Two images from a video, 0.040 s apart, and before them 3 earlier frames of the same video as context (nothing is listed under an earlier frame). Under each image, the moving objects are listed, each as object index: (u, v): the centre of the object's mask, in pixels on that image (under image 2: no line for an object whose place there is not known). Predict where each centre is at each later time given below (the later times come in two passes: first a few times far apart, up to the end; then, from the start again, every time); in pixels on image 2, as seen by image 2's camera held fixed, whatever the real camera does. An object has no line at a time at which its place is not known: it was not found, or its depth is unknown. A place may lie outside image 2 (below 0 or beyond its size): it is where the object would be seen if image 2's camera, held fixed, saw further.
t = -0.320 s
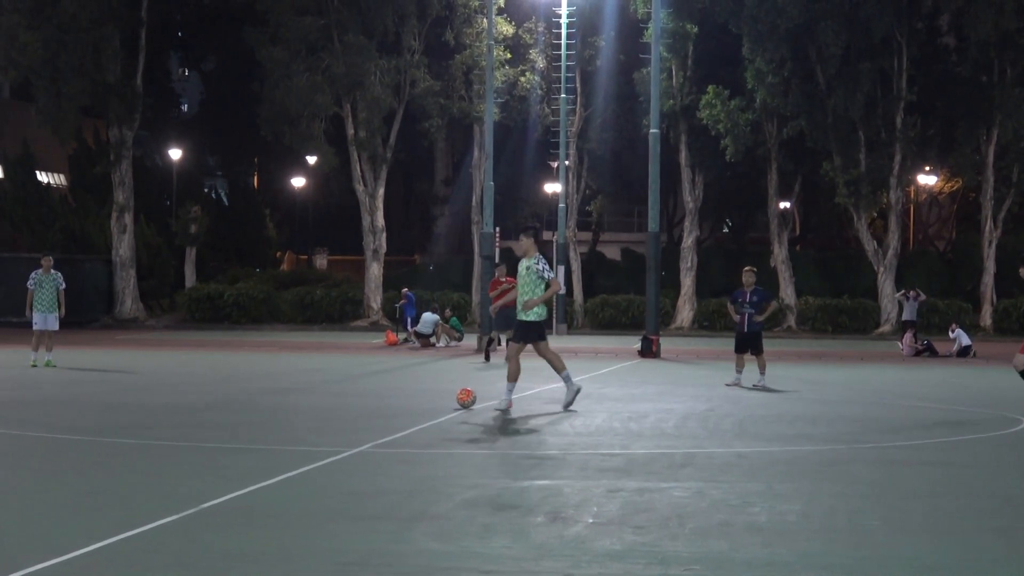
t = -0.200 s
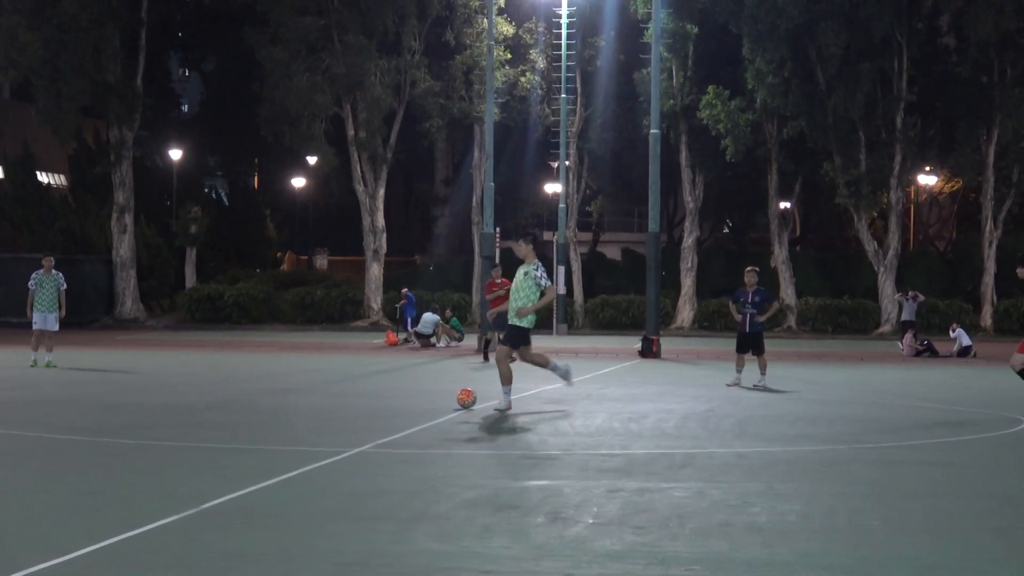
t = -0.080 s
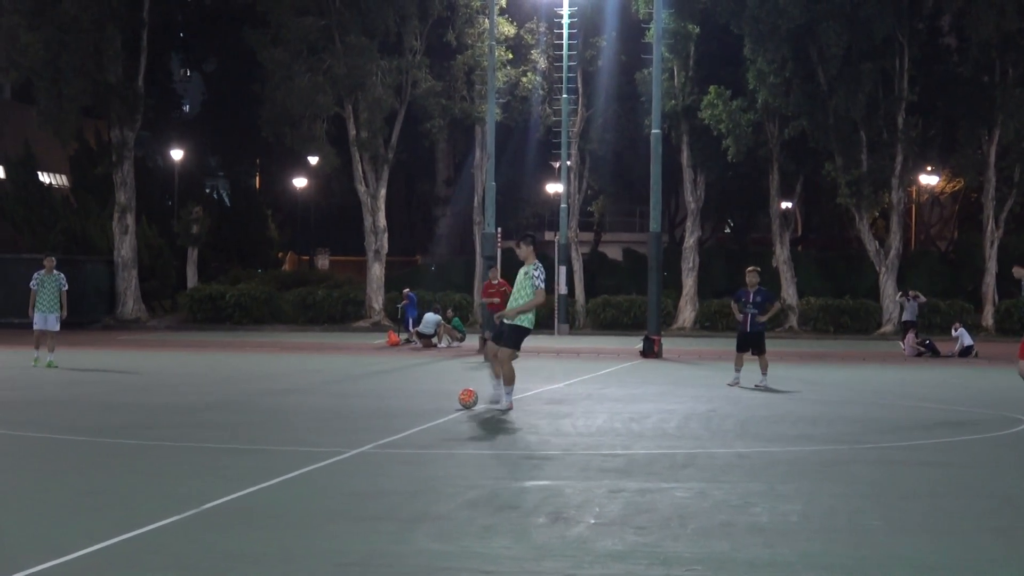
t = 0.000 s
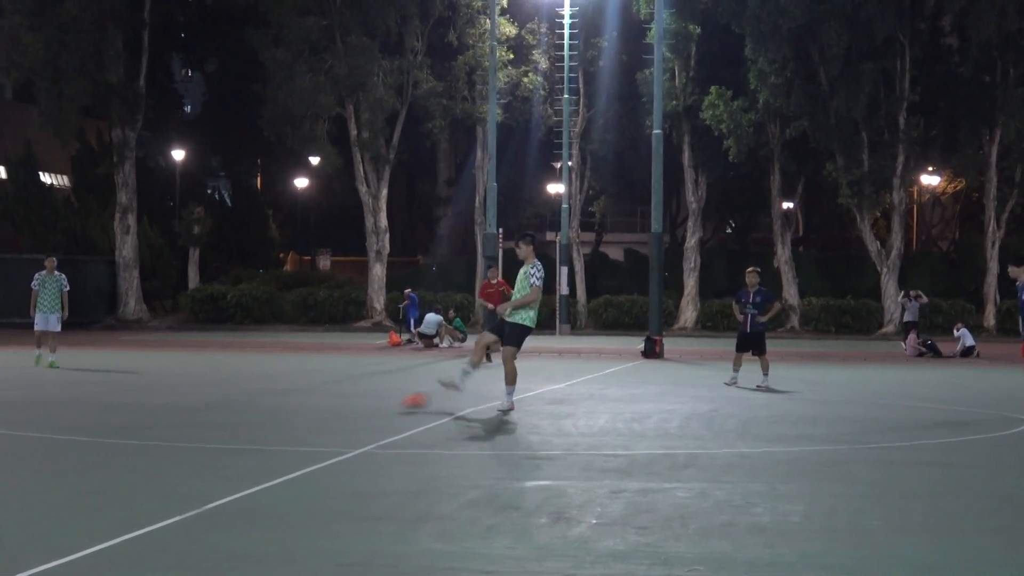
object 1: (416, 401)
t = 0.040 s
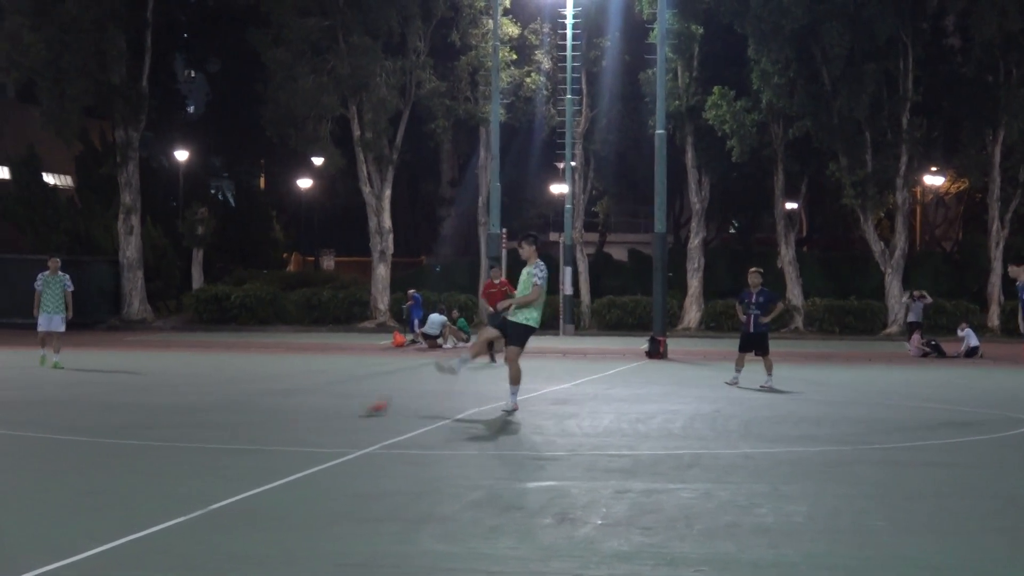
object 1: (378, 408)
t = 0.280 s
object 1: (108, 411)
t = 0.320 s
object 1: (58, 415)
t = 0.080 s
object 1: (331, 407)
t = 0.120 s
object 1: (290, 407)
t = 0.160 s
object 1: (243, 408)
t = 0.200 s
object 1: (197, 412)
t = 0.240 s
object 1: (153, 411)
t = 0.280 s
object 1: (108, 411)
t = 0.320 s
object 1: (58, 415)
